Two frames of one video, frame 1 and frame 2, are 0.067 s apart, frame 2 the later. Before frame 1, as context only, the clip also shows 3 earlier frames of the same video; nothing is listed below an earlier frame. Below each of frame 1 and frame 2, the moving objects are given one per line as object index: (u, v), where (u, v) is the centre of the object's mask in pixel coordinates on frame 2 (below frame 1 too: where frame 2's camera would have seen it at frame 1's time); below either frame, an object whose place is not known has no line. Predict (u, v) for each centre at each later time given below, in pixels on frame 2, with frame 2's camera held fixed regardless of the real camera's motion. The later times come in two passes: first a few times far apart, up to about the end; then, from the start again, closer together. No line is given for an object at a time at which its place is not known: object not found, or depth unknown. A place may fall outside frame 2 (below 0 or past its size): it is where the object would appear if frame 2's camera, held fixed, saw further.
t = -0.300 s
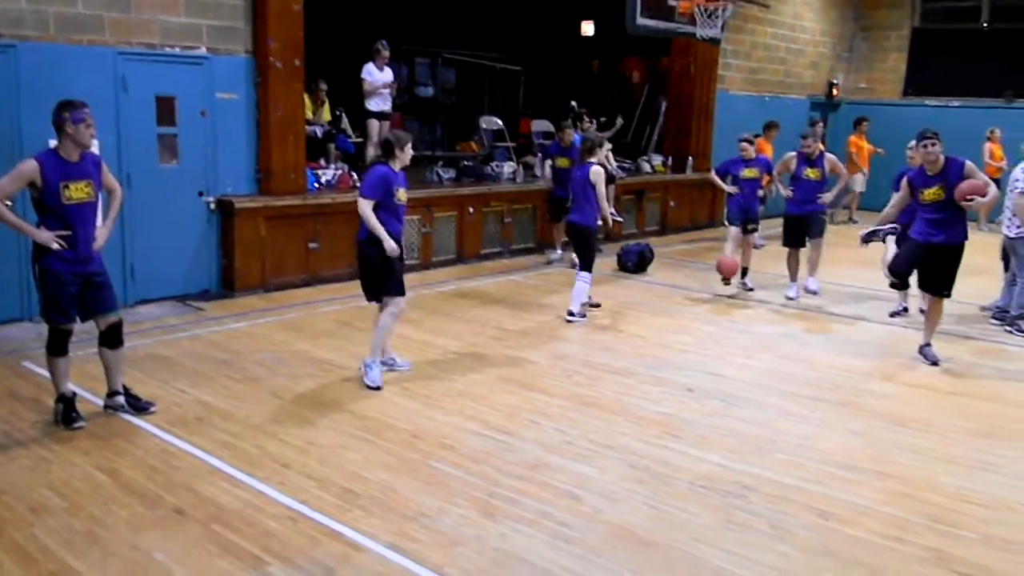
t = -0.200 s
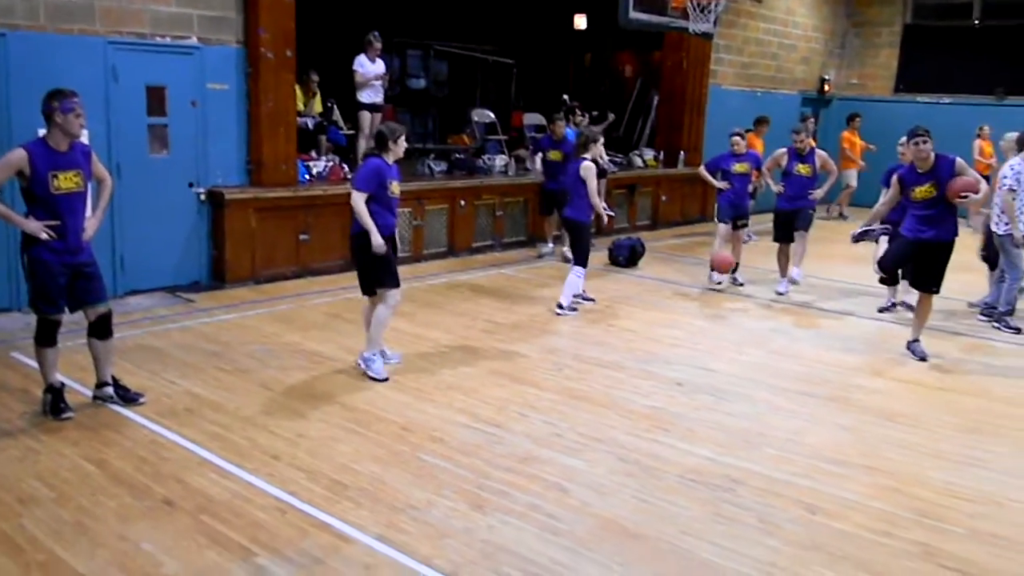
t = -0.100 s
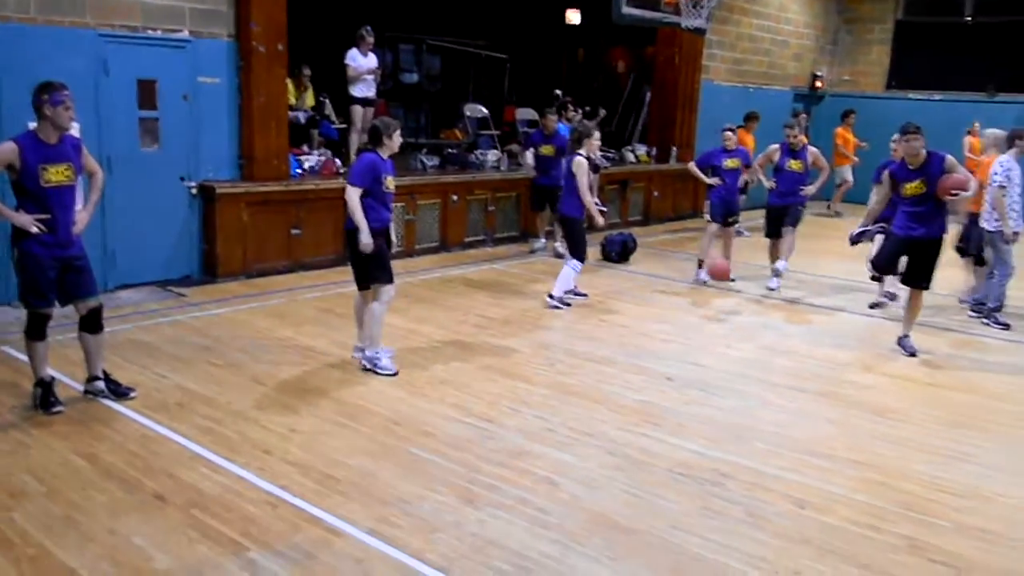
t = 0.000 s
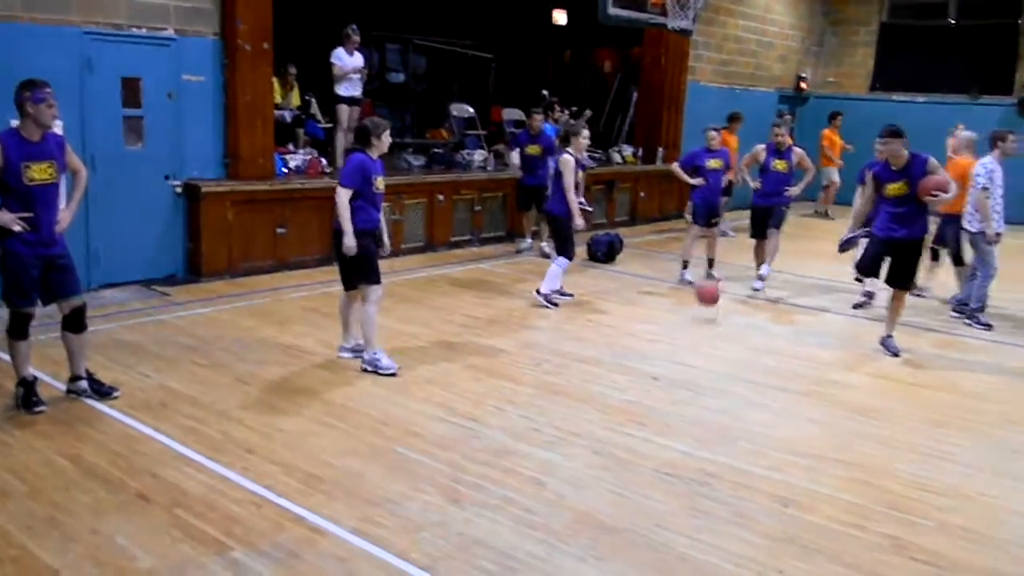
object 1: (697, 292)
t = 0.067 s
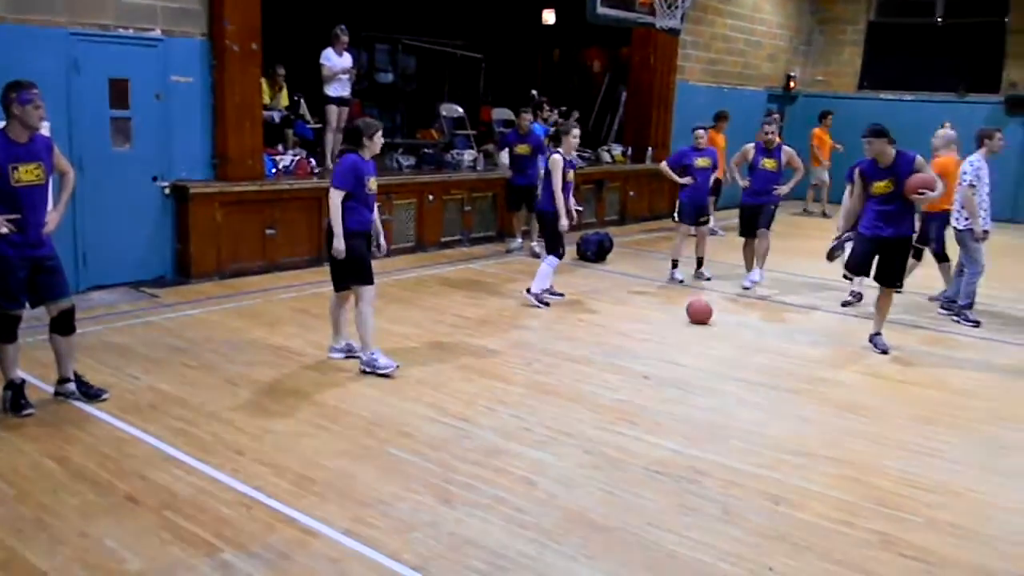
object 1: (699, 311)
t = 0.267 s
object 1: (706, 291)
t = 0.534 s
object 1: (712, 339)
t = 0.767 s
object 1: (722, 327)
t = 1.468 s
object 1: (758, 401)
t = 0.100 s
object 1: (700, 306)
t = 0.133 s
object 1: (702, 301)
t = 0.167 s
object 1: (703, 296)
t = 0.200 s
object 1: (704, 294)
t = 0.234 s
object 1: (705, 291)
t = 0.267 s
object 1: (706, 291)
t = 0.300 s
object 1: (707, 292)
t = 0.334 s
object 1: (708, 293)
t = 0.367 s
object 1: (709, 298)
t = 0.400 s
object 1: (710, 303)
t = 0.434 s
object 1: (711, 310)
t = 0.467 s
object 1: (712, 318)
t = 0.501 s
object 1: (712, 326)
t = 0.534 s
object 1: (712, 339)
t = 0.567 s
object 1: (713, 341)
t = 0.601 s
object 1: (715, 334)
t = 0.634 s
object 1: (716, 330)
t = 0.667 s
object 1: (718, 327)
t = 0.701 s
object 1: (719, 326)
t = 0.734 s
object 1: (720, 326)
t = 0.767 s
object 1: (722, 327)
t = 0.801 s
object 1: (722, 330)
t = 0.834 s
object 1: (723, 334)
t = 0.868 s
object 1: (724, 339)
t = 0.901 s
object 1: (724, 346)
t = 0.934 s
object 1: (725, 355)
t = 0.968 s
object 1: (725, 366)
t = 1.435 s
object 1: (755, 400)
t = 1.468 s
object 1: (758, 401)
